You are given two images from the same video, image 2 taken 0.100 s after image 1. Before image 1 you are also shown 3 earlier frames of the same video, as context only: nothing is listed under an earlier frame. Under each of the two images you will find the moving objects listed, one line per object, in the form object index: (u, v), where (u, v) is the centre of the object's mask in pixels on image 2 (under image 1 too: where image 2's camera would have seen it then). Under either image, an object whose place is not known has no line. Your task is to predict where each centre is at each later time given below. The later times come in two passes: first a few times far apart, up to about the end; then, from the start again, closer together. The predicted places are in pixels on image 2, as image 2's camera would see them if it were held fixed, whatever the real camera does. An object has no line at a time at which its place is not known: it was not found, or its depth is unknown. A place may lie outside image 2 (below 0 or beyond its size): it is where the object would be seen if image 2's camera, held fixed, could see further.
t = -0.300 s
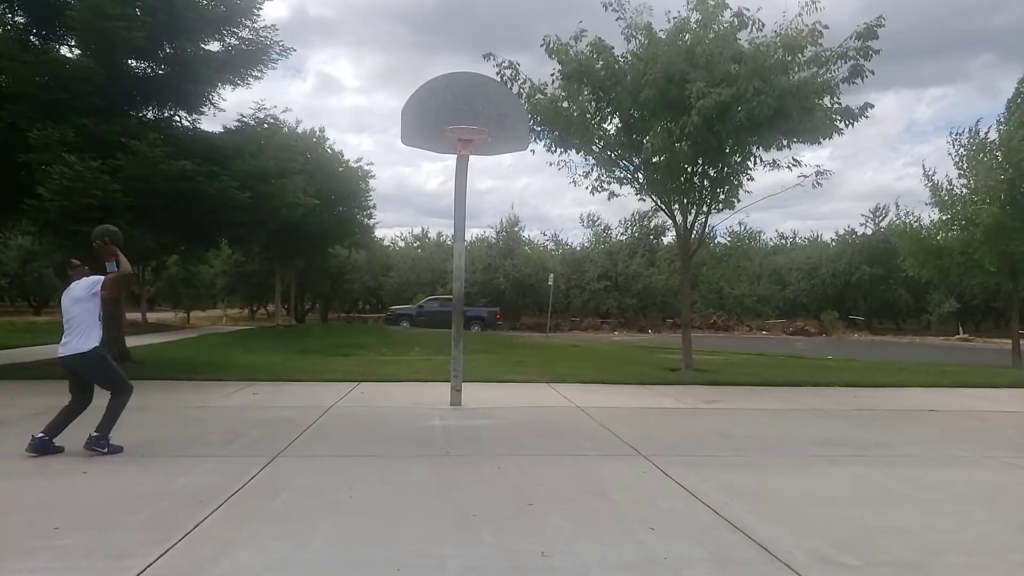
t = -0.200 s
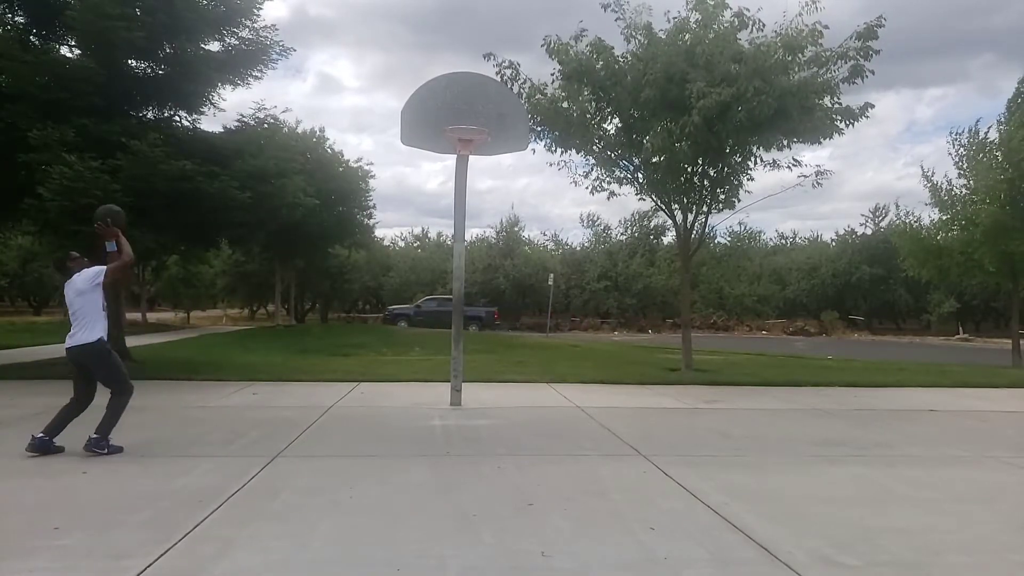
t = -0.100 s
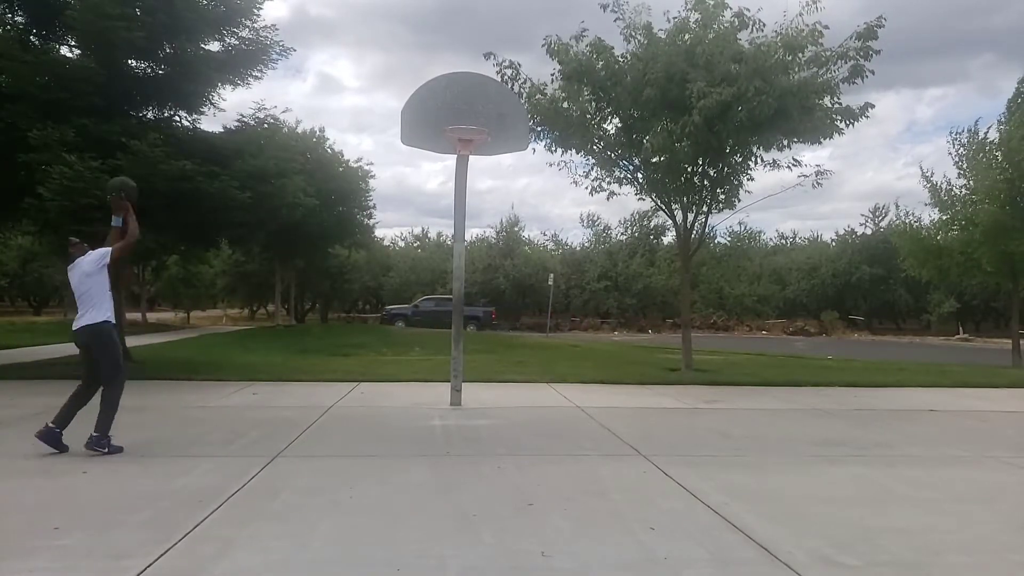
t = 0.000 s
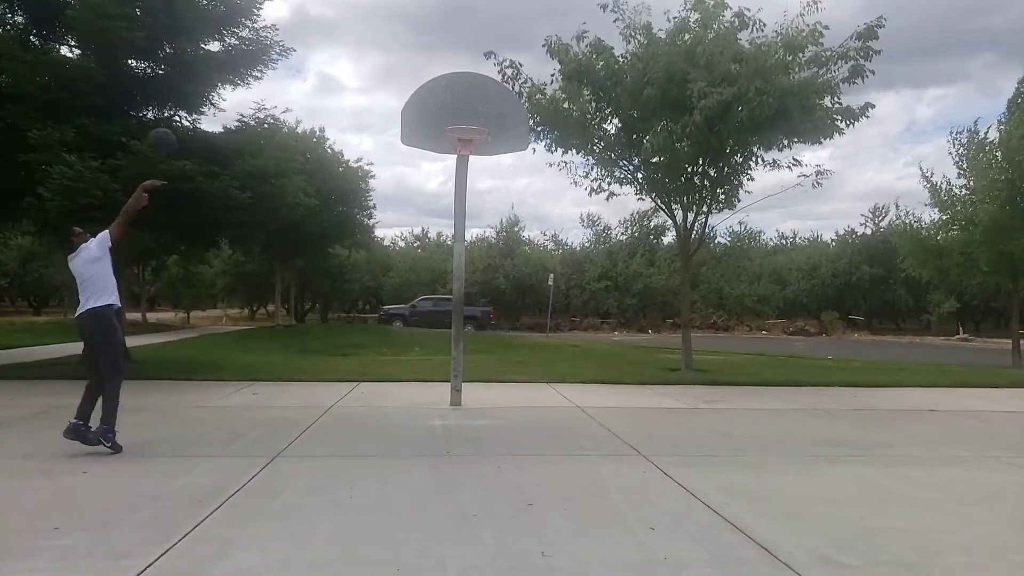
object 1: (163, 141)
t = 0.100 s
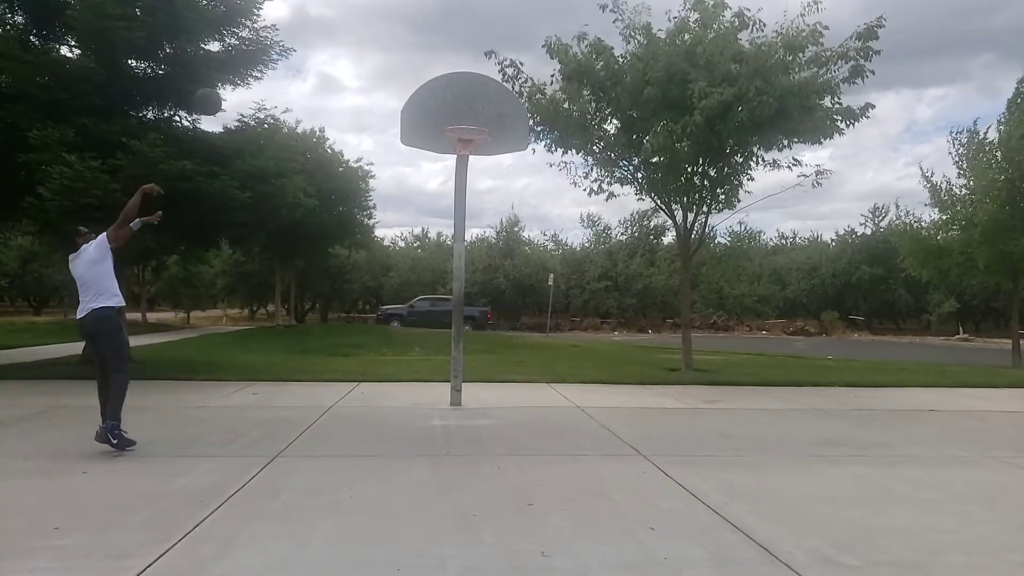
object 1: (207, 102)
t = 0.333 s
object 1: (305, 56)
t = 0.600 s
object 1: (404, 74)
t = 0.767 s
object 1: (458, 117)
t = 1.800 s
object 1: (408, 243)
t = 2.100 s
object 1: (376, 178)
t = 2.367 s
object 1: (336, 246)
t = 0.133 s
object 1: (222, 91)
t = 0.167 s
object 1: (237, 83)
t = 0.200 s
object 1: (251, 75)
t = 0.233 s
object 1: (266, 68)
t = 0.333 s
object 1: (305, 56)
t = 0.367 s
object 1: (319, 54)
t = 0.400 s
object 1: (331, 54)
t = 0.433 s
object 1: (344, 55)
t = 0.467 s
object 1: (356, 56)
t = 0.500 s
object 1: (368, 59)
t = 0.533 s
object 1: (380, 63)
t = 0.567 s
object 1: (392, 68)
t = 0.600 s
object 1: (404, 74)
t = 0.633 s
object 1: (415, 81)
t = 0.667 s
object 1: (426, 90)
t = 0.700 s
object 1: (437, 99)
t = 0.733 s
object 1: (448, 108)
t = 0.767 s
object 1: (458, 117)
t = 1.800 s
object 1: (408, 243)
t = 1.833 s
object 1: (405, 231)
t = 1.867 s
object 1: (402, 219)
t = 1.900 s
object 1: (398, 208)
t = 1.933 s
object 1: (395, 199)
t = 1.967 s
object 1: (392, 192)
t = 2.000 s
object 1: (388, 186)
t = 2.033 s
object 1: (384, 181)
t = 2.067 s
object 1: (381, 179)
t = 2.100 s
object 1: (376, 178)
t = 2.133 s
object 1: (372, 179)
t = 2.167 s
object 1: (368, 182)
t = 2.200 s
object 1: (362, 187)
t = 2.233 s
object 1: (359, 193)
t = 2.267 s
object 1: (353, 202)
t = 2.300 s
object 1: (348, 216)
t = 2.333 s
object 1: (342, 227)
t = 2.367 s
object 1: (336, 246)
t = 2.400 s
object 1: (331, 270)
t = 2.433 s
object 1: (325, 288)
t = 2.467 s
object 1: (319, 313)
